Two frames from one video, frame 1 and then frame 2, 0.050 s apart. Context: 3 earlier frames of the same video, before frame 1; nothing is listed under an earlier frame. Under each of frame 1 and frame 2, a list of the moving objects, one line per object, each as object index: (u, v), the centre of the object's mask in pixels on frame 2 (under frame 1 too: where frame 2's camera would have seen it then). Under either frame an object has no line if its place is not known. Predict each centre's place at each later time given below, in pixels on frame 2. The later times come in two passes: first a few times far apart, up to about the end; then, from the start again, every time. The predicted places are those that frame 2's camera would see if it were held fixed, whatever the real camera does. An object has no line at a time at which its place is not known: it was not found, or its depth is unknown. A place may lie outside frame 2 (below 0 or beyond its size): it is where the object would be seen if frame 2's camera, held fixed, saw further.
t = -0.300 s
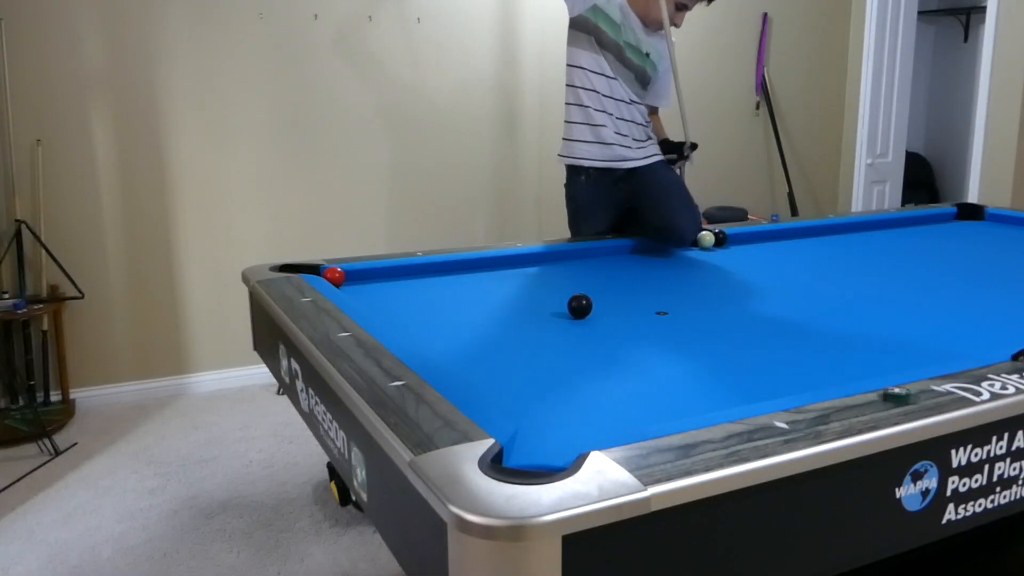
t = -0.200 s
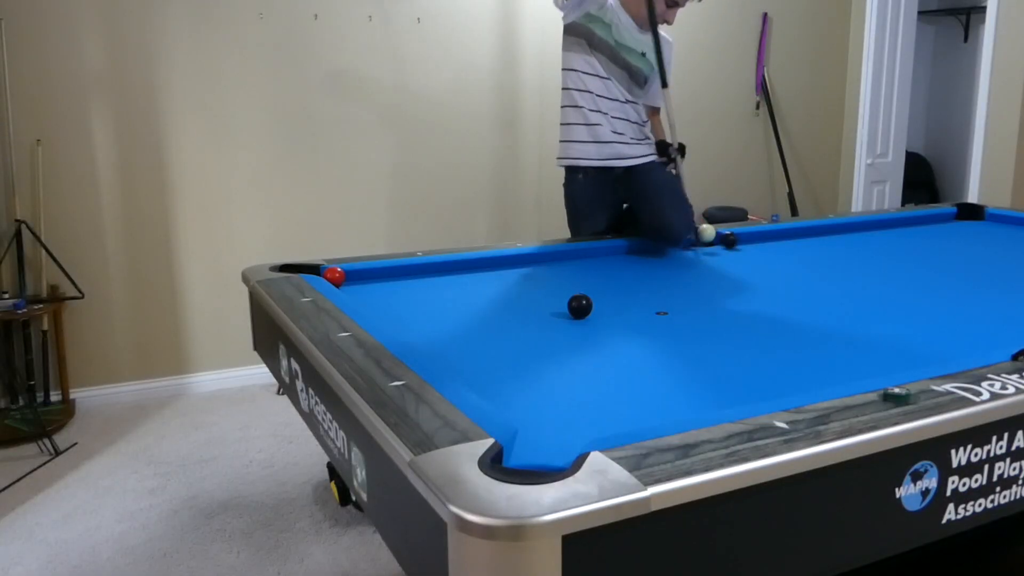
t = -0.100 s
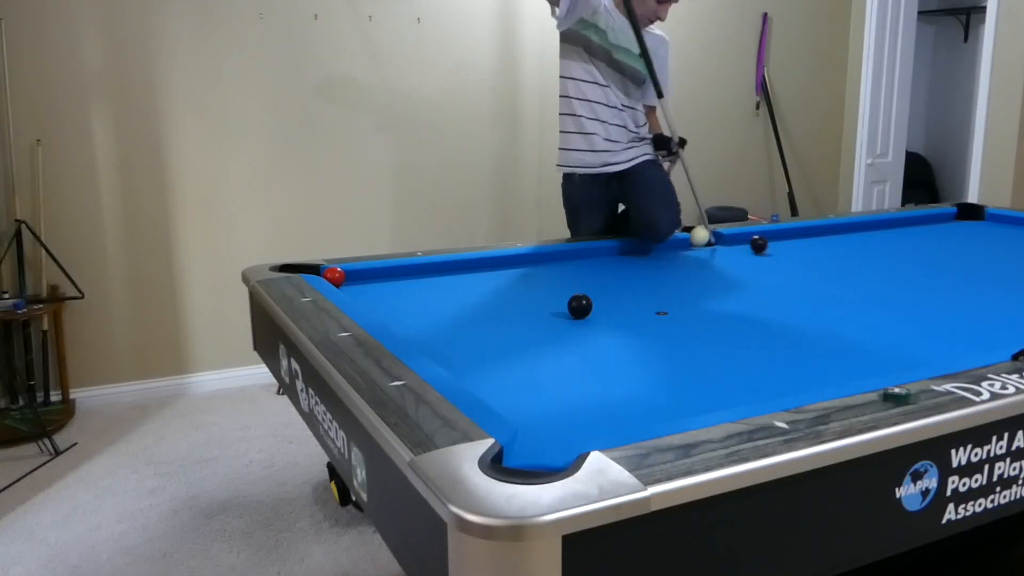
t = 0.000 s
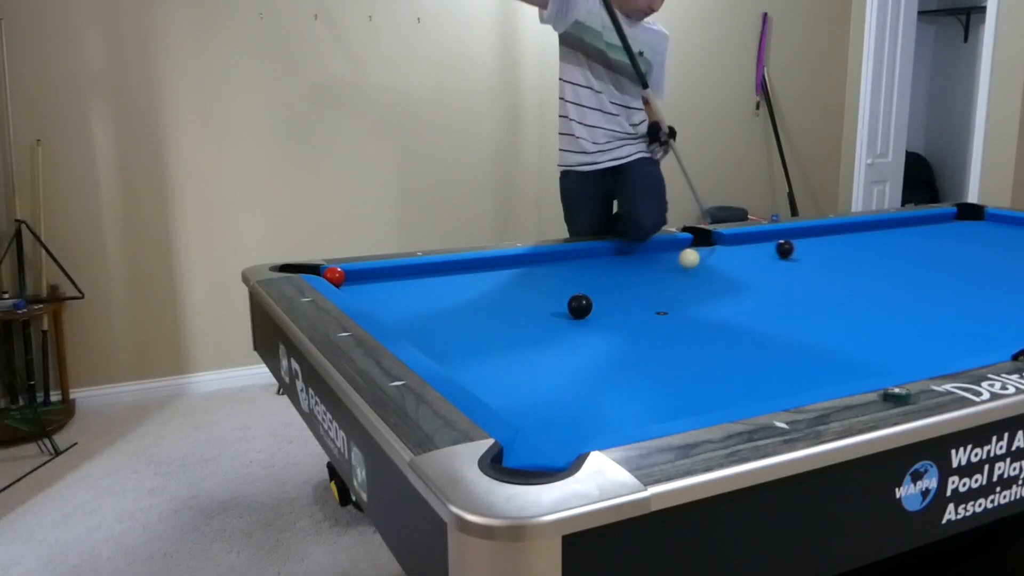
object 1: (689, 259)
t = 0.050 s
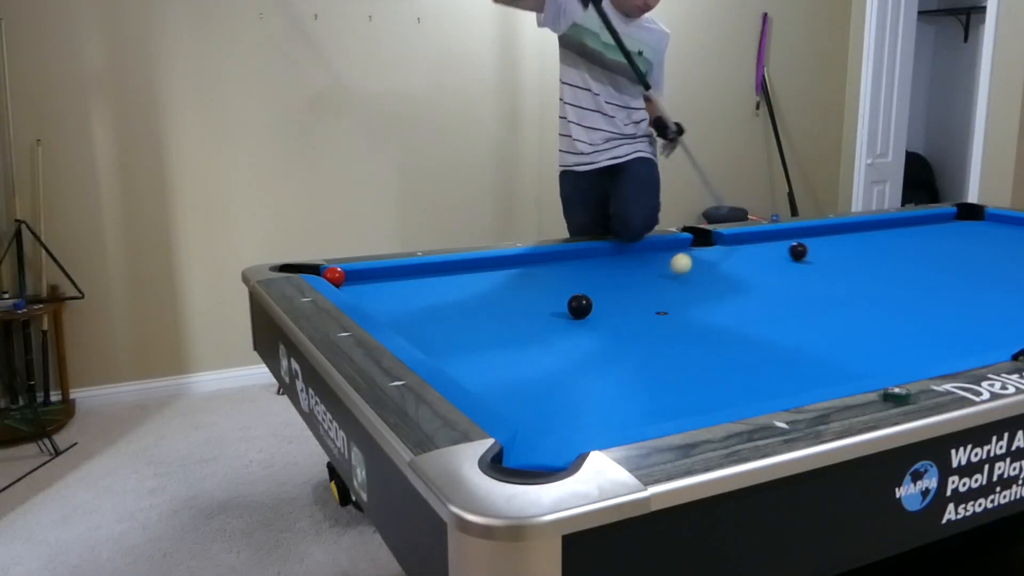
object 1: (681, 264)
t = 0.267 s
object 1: (625, 302)
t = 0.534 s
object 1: (466, 364)
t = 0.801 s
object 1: (706, 369)
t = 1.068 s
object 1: (904, 363)
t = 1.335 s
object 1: (918, 335)
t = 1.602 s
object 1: (891, 316)
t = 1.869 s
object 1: (830, 307)
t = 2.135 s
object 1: (741, 303)
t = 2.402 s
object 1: (657, 299)
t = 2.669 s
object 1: (577, 290)
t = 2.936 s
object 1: (503, 292)
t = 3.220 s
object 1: (431, 288)
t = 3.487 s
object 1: (367, 285)
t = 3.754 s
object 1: (349, 280)
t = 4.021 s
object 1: (370, 275)
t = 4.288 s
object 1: (389, 272)
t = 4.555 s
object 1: (406, 271)
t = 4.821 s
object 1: (422, 271)
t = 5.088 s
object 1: (435, 270)
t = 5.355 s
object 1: (445, 270)
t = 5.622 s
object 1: (454, 270)
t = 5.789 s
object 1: (459, 270)
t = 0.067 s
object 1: (678, 268)
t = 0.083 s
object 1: (675, 273)
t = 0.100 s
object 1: (671, 275)
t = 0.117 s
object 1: (668, 276)
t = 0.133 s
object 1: (664, 279)
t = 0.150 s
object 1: (660, 283)
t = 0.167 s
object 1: (656, 285)
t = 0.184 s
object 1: (652, 288)
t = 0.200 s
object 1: (647, 291)
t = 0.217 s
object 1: (642, 293)
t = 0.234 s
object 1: (637, 296)
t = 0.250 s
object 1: (631, 299)
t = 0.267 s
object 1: (625, 302)
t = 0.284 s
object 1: (618, 306)
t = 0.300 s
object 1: (612, 309)
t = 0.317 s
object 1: (605, 312)
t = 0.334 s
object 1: (597, 315)
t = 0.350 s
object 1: (590, 319)
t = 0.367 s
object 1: (581, 322)
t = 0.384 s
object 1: (572, 326)
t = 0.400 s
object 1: (563, 329)
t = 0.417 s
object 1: (553, 333)
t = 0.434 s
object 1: (542, 337)
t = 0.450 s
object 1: (531, 342)
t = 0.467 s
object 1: (519, 346)
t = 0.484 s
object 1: (507, 350)
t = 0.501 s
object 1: (494, 354)
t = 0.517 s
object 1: (480, 359)
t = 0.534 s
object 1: (466, 364)
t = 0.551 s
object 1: (456, 366)
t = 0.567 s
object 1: (468, 369)
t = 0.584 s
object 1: (486, 369)
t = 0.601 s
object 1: (504, 369)
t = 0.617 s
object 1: (523, 370)
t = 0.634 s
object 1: (541, 370)
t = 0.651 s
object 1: (558, 369)
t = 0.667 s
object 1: (575, 369)
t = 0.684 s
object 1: (593, 369)
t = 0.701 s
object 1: (610, 369)
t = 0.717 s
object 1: (627, 369)
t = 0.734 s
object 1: (643, 369)
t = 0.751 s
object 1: (659, 369)
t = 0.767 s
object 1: (675, 369)
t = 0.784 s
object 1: (690, 369)
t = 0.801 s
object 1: (706, 369)
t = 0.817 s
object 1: (721, 369)
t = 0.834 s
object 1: (735, 369)
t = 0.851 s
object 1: (750, 369)
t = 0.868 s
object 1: (764, 369)
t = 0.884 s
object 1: (779, 369)
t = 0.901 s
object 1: (792, 369)
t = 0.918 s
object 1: (806, 369)
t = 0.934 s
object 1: (819, 369)
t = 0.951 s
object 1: (832, 369)
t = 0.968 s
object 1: (844, 369)
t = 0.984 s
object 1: (857, 368)
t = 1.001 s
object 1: (869, 367)
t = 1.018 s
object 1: (881, 367)
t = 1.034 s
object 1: (892, 366)
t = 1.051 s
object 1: (901, 365)
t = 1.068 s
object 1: (904, 363)
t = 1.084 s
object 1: (907, 361)
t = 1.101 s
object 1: (909, 360)
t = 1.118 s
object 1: (911, 358)
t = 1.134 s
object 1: (913, 356)
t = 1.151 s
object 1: (914, 355)
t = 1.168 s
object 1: (916, 353)
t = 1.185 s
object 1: (917, 352)
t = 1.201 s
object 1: (917, 349)
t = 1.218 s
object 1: (918, 347)
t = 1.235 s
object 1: (919, 345)
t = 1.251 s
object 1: (919, 344)
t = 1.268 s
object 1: (919, 342)
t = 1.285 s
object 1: (919, 340)
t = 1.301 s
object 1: (919, 338)
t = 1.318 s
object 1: (918, 337)
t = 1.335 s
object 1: (918, 335)
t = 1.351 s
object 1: (917, 334)
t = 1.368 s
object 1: (917, 332)
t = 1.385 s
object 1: (916, 331)
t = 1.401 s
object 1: (915, 330)
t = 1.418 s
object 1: (913, 328)
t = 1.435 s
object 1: (912, 327)
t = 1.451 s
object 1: (911, 326)
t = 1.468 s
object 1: (909, 325)
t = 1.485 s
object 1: (907, 323)
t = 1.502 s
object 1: (905, 322)
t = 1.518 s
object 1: (903, 321)
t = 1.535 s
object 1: (901, 320)
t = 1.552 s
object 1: (899, 319)
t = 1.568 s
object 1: (896, 318)
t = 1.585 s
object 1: (894, 317)
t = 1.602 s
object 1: (891, 316)
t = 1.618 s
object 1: (888, 316)
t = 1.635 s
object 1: (886, 315)
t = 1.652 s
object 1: (882, 314)
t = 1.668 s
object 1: (879, 313)
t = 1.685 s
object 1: (876, 312)
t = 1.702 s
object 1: (873, 312)
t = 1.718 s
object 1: (869, 311)
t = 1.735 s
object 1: (865, 310)
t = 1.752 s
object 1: (861, 310)
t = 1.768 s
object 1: (858, 309)
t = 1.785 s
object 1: (853, 309)
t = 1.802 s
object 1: (849, 308)
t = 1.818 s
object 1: (845, 308)
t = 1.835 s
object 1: (840, 308)
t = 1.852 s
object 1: (835, 307)
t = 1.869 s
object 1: (830, 307)
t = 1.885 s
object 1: (825, 306)
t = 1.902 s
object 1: (820, 306)
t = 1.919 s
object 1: (815, 306)
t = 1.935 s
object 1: (809, 305)
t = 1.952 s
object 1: (803, 305)
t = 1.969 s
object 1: (798, 305)
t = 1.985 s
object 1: (792, 305)
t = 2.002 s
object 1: (787, 304)
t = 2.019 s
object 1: (781, 304)
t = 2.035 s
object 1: (775, 304)
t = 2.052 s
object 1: (769, 304)
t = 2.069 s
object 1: (764, 303)
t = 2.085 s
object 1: (758, 303)
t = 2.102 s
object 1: (752, 303)
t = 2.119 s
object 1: (747, 303)
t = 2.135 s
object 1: (741, 303)
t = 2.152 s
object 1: (736, 302)
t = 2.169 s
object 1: (730, 302)
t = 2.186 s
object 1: (725, 302)
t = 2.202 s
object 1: (720, 302)
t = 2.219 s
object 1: (714, 301)
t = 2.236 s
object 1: (709, 301)
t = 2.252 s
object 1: (703, 301)
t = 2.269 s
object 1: (698, 301)
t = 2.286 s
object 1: (693, 301)
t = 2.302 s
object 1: (688, 300)
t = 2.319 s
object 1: (682, 300)
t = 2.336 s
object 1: (677, 300)
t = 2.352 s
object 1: (672, 300)
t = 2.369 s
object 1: (667, 300)
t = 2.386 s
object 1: (662, 300)
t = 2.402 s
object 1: (657, 299)
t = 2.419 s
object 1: (651, 299)
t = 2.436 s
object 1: (646, 299)
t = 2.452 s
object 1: (641, 299)
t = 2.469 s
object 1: (636, 298)
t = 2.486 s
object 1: (631, 298)
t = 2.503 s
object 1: (626, 298)
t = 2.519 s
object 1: (621, 298)
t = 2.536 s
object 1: (616, 297)
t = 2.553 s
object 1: (611, 297)
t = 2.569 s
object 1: (606, 297)
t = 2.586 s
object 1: (602, 296)
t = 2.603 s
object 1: (598, 295)
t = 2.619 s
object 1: (594, 294)
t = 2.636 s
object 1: (589, 292)
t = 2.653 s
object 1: (583, 291)
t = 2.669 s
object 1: (577, 290)
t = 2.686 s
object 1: (570, 292)
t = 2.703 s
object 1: (566, 293)
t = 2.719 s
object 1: (562, 294)
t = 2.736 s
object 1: (558, 294)
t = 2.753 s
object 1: (554, 294)
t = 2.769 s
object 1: (549, 294)
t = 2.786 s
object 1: (544, 294)
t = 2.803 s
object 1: (540, 294)
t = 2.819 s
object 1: (535, 293)
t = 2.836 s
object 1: (531, 293)
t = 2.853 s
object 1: (526, 293)
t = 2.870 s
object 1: (522, 293)
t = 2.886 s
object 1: (517, 293)
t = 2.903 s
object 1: (512, 292)
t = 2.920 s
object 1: (508, 292)
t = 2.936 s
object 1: (503, 292)
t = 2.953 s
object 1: (499, 292)
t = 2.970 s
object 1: (495, 292)
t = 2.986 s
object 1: (490, 291)
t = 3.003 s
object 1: (486, 291)
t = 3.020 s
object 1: (481, 291)
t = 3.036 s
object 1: (477, 291)
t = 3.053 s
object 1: (473, 291)
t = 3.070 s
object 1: (469, 290)
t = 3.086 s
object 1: (464, 290)
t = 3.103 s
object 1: (460, 290)
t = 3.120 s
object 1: (456, 290)
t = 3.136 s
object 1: (451, 290)
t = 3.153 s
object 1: (447, 289)
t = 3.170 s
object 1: (443, 289)
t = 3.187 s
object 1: (439, 289)
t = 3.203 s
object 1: (435, 289)
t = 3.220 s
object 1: (431, 288)
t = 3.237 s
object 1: (426, 288)
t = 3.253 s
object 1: (422, 288)
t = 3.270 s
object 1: (418, 288)
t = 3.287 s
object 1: (414, 287)
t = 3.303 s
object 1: (410, 287)
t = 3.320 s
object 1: (406, 287)
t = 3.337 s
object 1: (402, 287)
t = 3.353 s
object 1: (398, 287)
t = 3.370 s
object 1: (394, 286)
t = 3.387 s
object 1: (390, 286)
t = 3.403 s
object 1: (386, 286)
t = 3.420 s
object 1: (382, 286)
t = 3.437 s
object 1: (378, 286)
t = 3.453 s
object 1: (375, 285)
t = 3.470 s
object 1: (371, 285)
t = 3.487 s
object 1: (367, 285)
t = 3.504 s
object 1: (363, 285)
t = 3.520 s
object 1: (359, 285)
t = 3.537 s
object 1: (356, 284)
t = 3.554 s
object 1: (352, 284)
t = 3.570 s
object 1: (348, 284)
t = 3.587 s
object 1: (345, 283)
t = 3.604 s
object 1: (342, 282)
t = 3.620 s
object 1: (340, 281)
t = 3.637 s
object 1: (342, 281)
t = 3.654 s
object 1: (343, 281)
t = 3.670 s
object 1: (344, 281)
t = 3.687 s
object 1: (345, 281)
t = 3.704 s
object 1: (345, 281)
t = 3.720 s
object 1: (346, 281)
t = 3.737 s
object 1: (347, 280)
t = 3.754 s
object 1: (349, 280)
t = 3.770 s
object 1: (350, 280)
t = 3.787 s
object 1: (352, 279)
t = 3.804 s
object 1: (353, 279)
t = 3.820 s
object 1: (354, 279)
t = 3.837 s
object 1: (356, 278)
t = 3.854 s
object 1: (357, 278)
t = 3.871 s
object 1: (358, 278)
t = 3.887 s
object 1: (359, 277)
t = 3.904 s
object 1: (361, 277)
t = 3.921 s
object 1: (362, 277)
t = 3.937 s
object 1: (363, 276)
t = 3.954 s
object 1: (365, 276)
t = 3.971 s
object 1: (366, 276)
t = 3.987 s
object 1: (367, 276)
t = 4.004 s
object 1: (368, 275)
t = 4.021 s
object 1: (370, 275)
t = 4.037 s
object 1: (371, 275)
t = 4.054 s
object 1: (372, 275)
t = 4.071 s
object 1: (373, 274)
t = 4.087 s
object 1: (374, 274)
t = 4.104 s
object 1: (376, 274)
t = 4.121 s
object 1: (377, 274)
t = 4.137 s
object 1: (378, 273)
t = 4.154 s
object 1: (379, 273)
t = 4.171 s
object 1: (380, 273)
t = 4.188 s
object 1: (381, 272)
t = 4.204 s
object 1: (382, 272)
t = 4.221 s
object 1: (384, 272)
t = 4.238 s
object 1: (385, 272)
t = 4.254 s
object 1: (386, 272)
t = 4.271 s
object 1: (388, 272)
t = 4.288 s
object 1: (389, 272)
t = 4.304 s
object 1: (390, 272)
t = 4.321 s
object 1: (391, 272)
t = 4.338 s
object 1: (392, 272)
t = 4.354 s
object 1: (393, 272)
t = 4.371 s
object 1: (395, 272)
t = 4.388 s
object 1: (396, 272)
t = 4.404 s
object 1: (397, 272)
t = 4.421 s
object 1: (398, 272)
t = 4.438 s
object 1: (399, 272)
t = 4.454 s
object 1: (400, 271)
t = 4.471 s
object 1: (401, 271)
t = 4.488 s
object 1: (402, 271)
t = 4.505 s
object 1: (403, 272)
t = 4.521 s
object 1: (404, 272)
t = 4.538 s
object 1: (405, 272)
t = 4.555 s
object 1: (406, 271)
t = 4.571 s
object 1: (407, 271)
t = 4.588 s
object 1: (408, 271)
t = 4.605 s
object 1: (410, 271)
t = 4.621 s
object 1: (410, 271)
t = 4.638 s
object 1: (411, 271)
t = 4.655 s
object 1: (413, 271)
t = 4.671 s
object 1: (414, 271)
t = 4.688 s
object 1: (414, 271)
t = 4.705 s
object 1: (415, 271)
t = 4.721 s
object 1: (416, 271)
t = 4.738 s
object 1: (417, 271)
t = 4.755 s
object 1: (418, 271)
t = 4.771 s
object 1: (419, 271)
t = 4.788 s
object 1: (420, 271)
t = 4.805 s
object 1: (421, 271)
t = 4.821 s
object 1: (422, 271)
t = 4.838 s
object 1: (423, 271)
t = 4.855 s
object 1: (423, 271)
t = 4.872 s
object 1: (424, 271)
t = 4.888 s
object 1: (425, 271)
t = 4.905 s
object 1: (426, 271)
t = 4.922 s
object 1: (427, 271)
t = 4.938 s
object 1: (428, 271)
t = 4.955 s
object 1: (428, 271)
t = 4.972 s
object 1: (429, 271)
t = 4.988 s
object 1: (430, 271)
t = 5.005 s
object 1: (431, 271)
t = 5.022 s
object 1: (432, 270)
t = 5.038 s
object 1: (433, 271)
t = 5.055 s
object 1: (433, 270)
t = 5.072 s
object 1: (434, 270)
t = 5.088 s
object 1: (435, 270)
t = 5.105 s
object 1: (436, 270)
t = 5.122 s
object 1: (436, 270)
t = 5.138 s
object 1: (437, 270)
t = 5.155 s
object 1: (438, 270)
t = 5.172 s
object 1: (438, 270)
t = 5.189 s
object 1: (439, 270)
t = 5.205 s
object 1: (440, 270)
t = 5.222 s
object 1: (441, 270)
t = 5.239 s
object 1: (441, 270)
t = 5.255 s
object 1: (442, 270)
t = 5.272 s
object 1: (443, 270)
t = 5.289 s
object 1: (443, 270)
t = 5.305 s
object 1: (444, 270)
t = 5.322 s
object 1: (444, 270)
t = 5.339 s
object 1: (445, 270)
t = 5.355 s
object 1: (445, 270)
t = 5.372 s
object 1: (446, 270)
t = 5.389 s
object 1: (447, 270)
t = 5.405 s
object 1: (447, 270)
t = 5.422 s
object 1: (448, 270)
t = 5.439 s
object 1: (449, 270)
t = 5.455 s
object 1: (449, 270)
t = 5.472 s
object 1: (450, 270)
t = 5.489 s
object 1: (450, 270)
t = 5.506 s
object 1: (451, 270)
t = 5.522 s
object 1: (451, 270)
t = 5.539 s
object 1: (452, 270)
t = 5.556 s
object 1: (452, 270)
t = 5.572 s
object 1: (453, 270)
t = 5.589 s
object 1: (453, 270)
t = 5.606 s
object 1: (454, 270)
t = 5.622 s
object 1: (454, 270)
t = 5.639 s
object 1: (455, 270)
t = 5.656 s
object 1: (455, 270)
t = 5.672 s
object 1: (456, 270)
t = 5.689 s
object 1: (456, 270)
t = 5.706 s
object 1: (457, 270)
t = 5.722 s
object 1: (457, 270)
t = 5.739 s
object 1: (457, 270)
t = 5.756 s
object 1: (458, 270)
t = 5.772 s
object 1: (458, 270)
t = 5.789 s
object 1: (459, 270)
